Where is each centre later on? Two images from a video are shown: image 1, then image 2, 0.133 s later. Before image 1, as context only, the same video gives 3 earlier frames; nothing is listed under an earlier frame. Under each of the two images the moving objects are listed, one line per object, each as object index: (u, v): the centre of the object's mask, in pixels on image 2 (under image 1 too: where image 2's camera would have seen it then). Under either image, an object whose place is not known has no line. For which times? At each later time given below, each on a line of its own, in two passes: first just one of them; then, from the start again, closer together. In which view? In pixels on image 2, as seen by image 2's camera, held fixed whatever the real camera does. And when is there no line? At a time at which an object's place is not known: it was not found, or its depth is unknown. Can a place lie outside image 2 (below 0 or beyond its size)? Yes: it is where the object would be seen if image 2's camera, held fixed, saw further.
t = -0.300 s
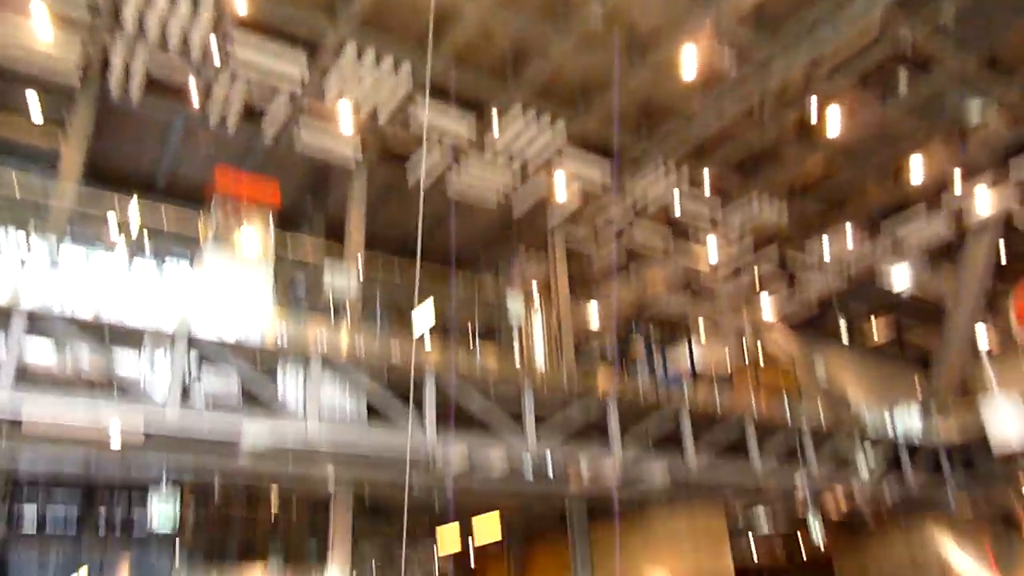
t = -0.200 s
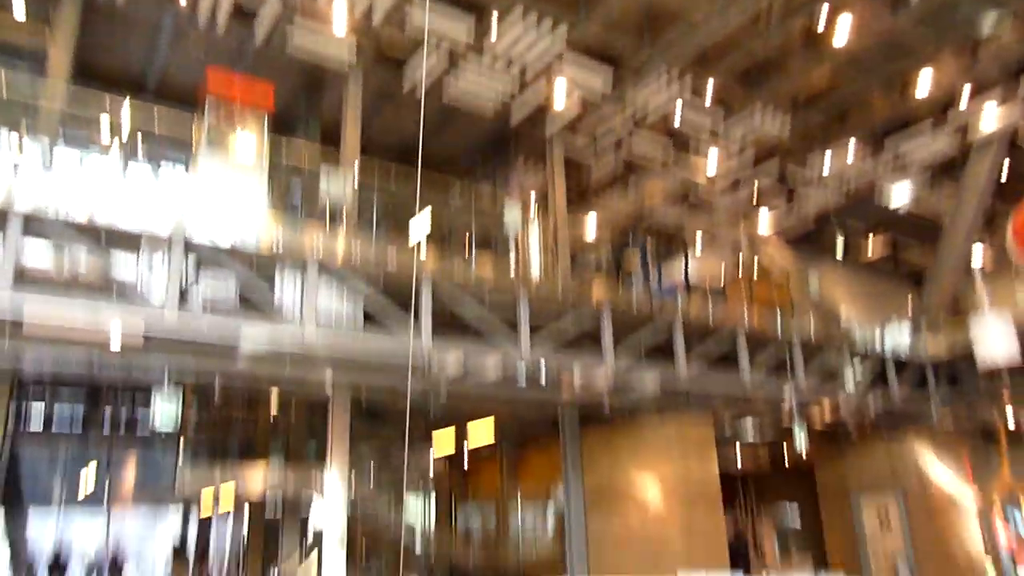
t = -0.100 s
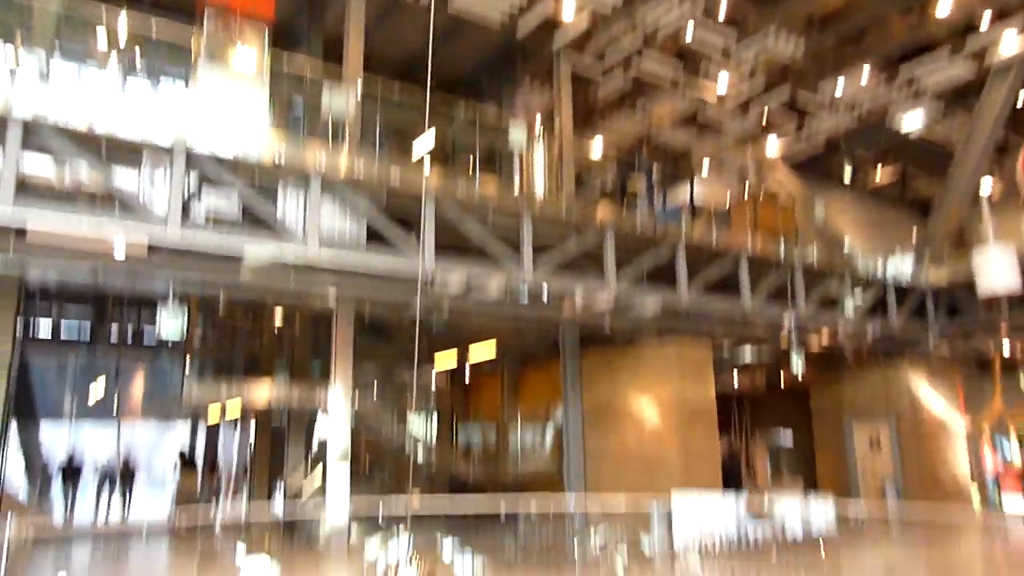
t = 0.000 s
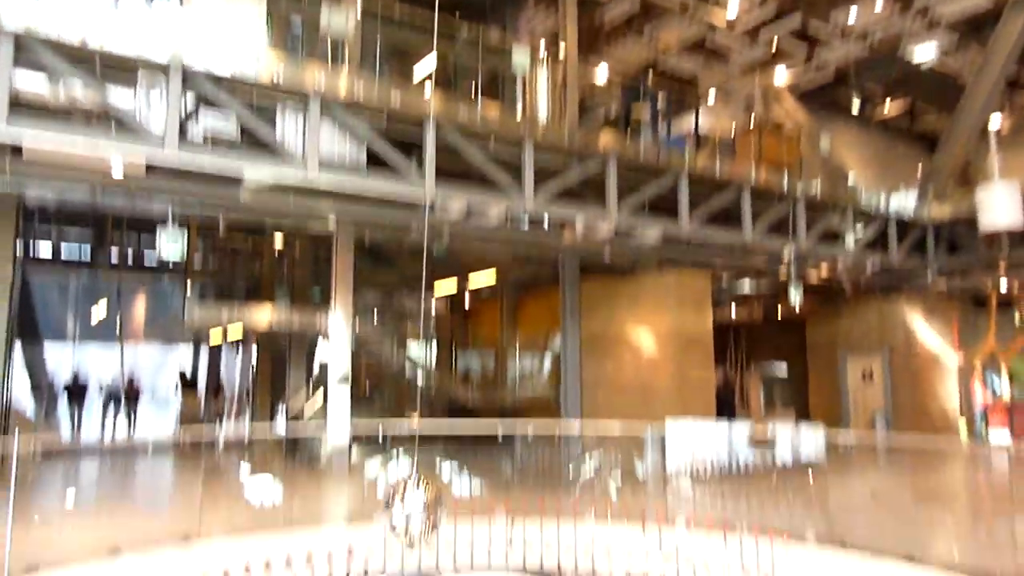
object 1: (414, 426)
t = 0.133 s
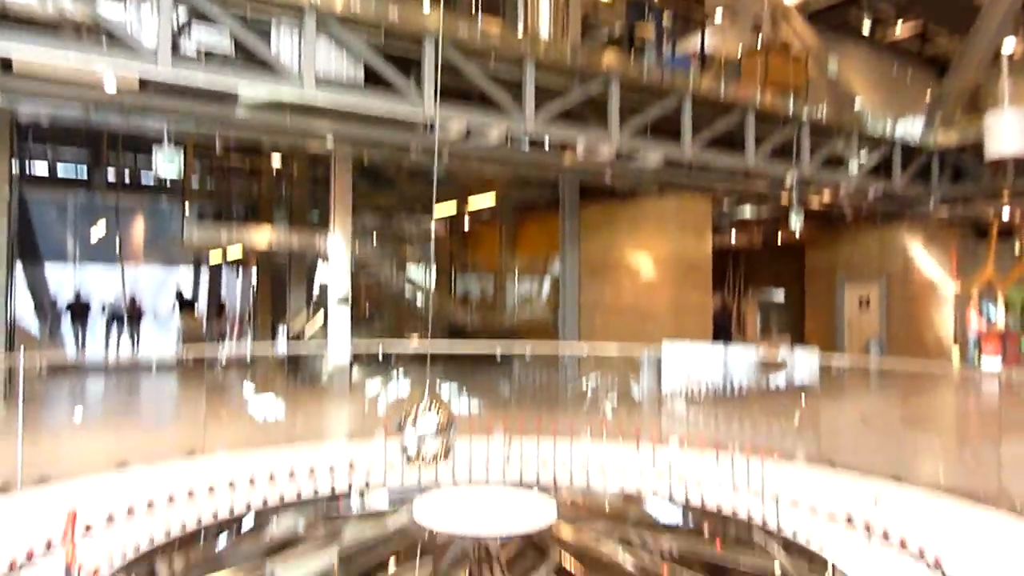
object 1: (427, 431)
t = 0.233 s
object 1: (437, 438)
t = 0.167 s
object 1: (431, 433)
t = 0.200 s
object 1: (433, 434)
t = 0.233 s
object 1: (437, 438)
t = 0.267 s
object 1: (441, 439)
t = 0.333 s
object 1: (449, 442)
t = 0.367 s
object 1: (454, 444)
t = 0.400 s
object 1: (458, 447)
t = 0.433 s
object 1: (462, 448)
